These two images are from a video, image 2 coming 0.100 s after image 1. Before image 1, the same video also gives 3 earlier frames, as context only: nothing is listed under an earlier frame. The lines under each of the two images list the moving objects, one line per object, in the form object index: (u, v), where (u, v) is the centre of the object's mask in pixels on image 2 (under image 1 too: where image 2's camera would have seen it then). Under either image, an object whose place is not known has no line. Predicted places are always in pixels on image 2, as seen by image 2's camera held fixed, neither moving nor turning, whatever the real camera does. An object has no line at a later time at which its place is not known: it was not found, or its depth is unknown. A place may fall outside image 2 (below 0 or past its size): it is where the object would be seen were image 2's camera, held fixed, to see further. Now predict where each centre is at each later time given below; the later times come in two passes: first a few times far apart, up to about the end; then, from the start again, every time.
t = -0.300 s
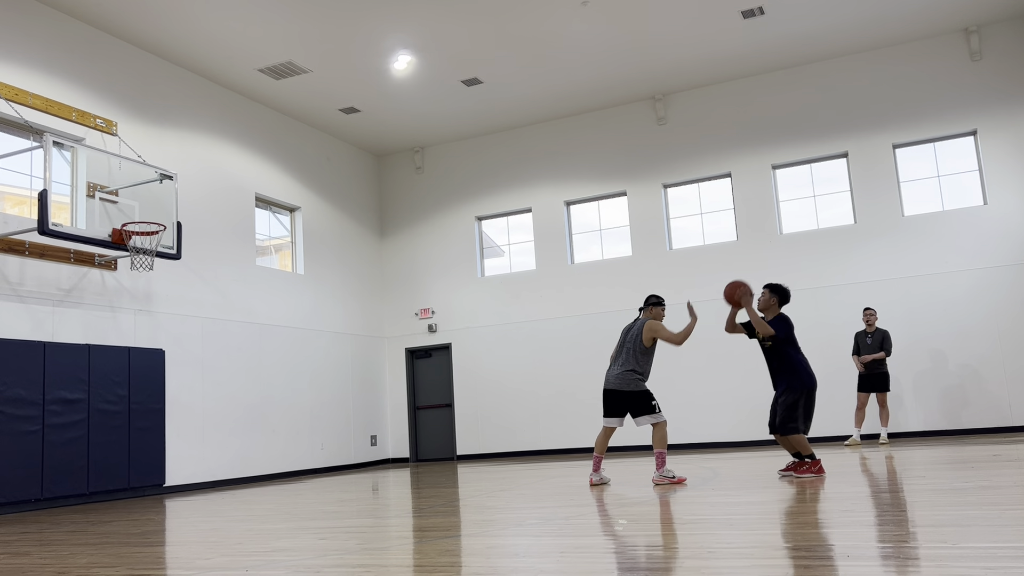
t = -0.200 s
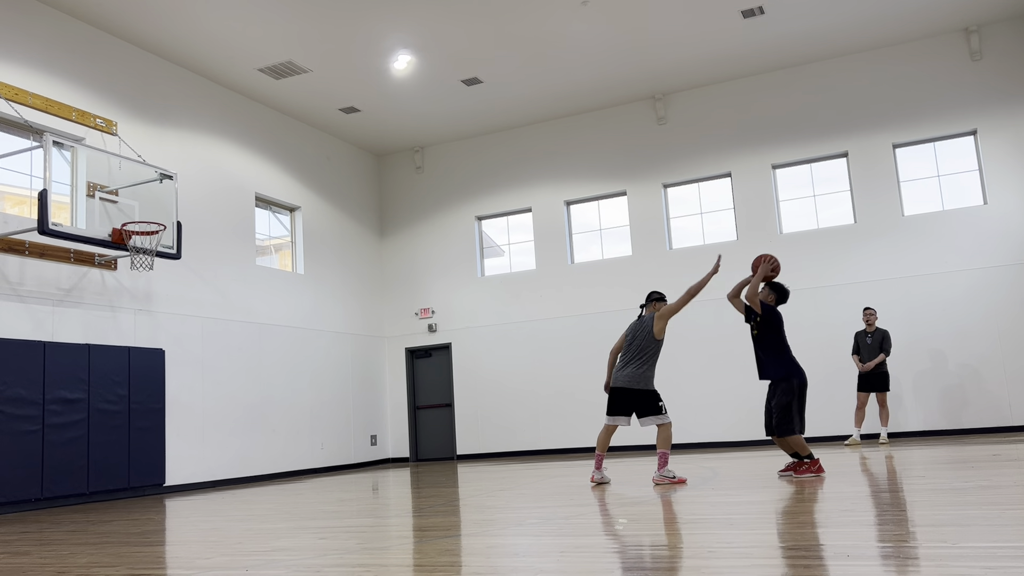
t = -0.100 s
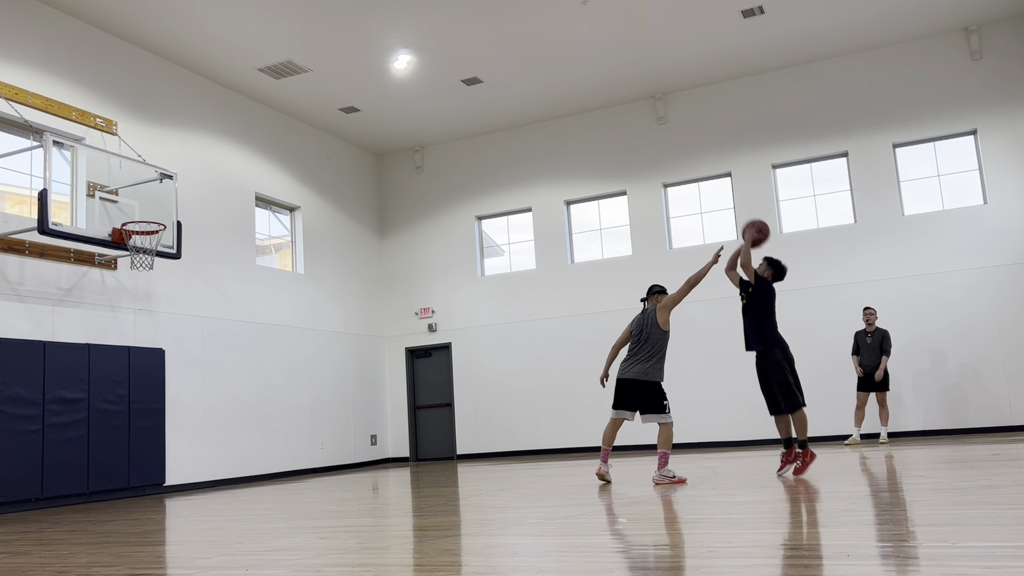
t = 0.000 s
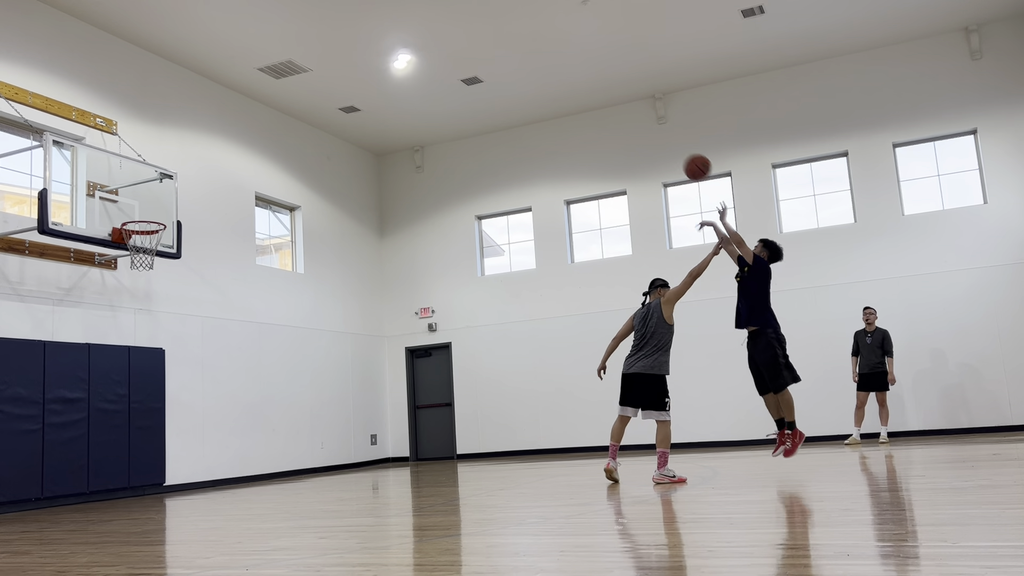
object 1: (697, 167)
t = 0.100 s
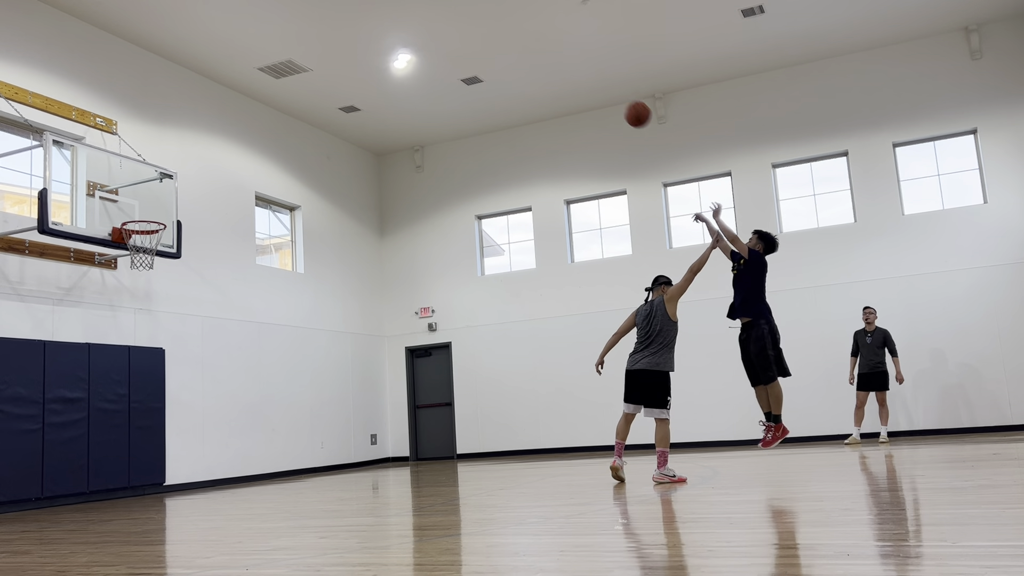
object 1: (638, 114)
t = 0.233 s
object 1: (566, 63)
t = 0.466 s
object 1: (457, 20)
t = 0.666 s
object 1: (375, 25)
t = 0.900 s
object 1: (288, 70)
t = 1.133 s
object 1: (211, 157)
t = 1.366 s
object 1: (217, 242)
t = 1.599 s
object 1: (328, 322)
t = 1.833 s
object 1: (443, 457)
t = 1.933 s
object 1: (481, 429)
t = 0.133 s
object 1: (619, 99)
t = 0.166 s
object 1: (601, 86)
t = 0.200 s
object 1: (583, 74)
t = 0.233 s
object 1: (566, 63)
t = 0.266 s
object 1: (550, 54)
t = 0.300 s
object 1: (533, 45)
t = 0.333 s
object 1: (517, 38)
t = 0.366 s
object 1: (502, 32)
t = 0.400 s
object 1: (487, 27)
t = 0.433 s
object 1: (472, 23)
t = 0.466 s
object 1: (457, 20)
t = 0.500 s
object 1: (443, 18)
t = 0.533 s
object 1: (429, 18)
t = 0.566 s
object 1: (415, 18)
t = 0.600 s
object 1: (402, 19)
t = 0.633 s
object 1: (388, 22)
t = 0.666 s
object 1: (375, 25)
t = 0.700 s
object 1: (362, 29)
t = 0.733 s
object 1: (350, 33)
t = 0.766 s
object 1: (337, 39)
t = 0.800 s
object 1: (325, 46)
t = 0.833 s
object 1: (313, 53)
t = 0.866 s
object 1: (301, 61)
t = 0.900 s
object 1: (288, 70)
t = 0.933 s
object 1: (277, 81)
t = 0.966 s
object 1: (266, 91)
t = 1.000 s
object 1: (255, 103)
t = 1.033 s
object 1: (243, 115)
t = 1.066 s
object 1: (233, 129)
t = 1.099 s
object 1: (222, 142)
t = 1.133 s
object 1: (211, 157)
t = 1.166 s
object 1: (200, 173)
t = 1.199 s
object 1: (190, 189)
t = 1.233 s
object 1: (179, 207)
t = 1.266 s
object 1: (172, 222)
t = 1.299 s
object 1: (186, 228)
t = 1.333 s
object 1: (201, 234)
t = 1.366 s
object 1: (217, 242)
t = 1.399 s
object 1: (232, 250)
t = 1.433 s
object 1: (248, 259)
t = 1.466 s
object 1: (264, 270)
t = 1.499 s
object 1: (280, 281)
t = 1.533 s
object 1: (296, 294)
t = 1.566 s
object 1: (312, 308)
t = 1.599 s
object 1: (328, 322)
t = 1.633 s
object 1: (344, 338)
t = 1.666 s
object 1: (360, 355)
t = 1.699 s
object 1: (377, 373)
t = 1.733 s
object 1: (393, 392)
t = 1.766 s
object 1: (410, 413)
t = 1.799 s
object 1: (427, 434)
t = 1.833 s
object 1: (443, 457)
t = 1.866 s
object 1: (458, 468)
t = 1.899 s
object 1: (470, 448)
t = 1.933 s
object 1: (481, 429)
